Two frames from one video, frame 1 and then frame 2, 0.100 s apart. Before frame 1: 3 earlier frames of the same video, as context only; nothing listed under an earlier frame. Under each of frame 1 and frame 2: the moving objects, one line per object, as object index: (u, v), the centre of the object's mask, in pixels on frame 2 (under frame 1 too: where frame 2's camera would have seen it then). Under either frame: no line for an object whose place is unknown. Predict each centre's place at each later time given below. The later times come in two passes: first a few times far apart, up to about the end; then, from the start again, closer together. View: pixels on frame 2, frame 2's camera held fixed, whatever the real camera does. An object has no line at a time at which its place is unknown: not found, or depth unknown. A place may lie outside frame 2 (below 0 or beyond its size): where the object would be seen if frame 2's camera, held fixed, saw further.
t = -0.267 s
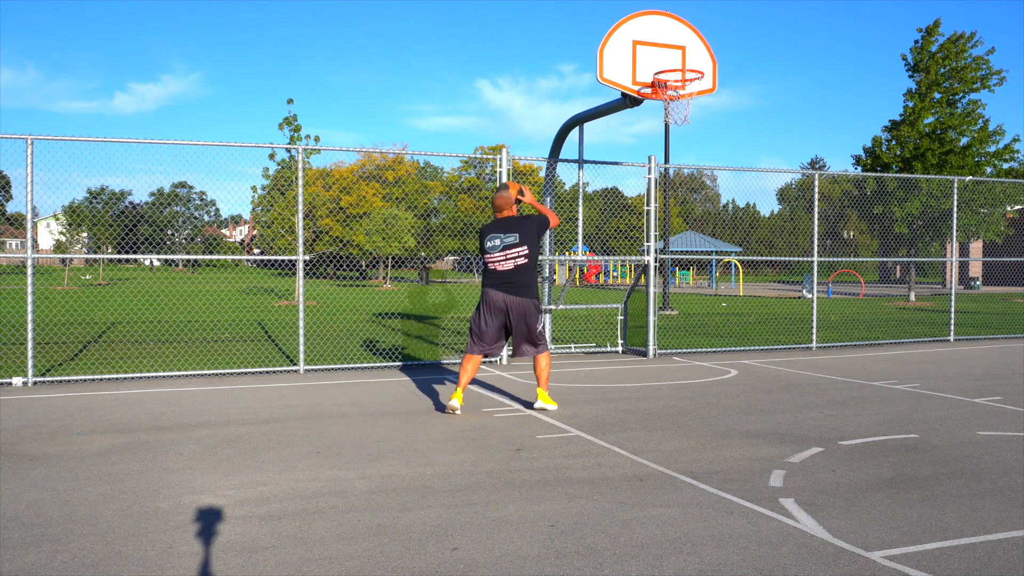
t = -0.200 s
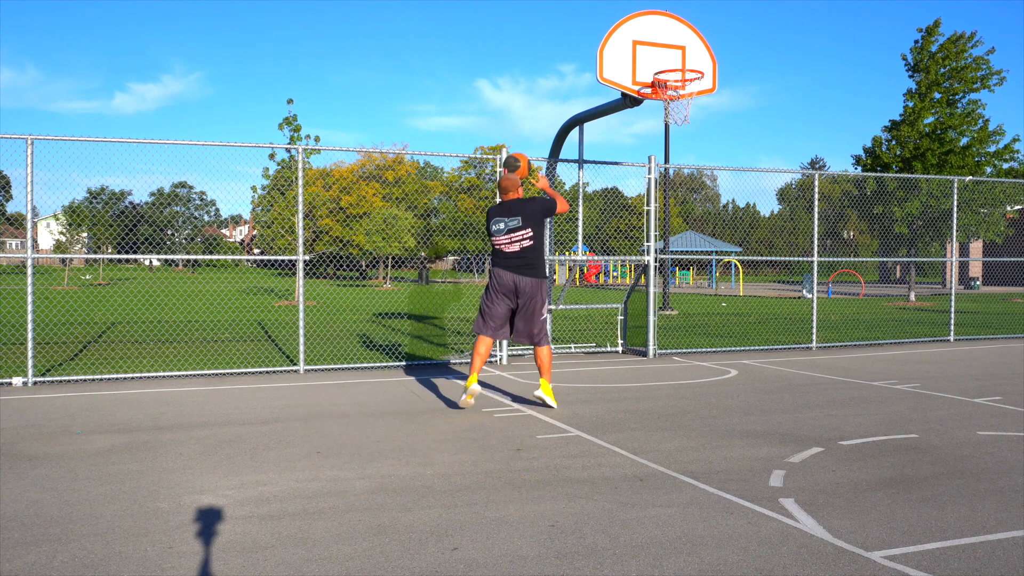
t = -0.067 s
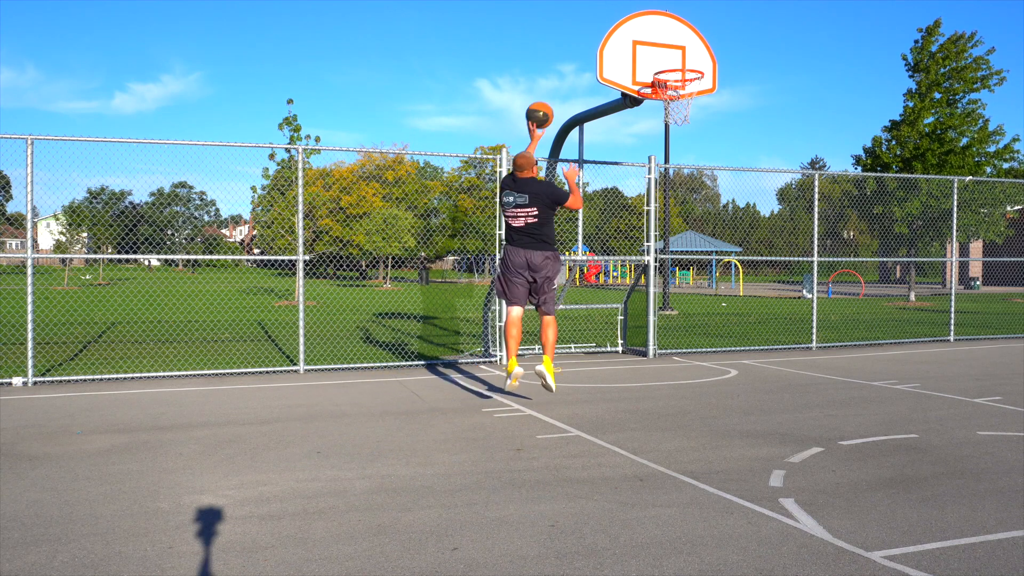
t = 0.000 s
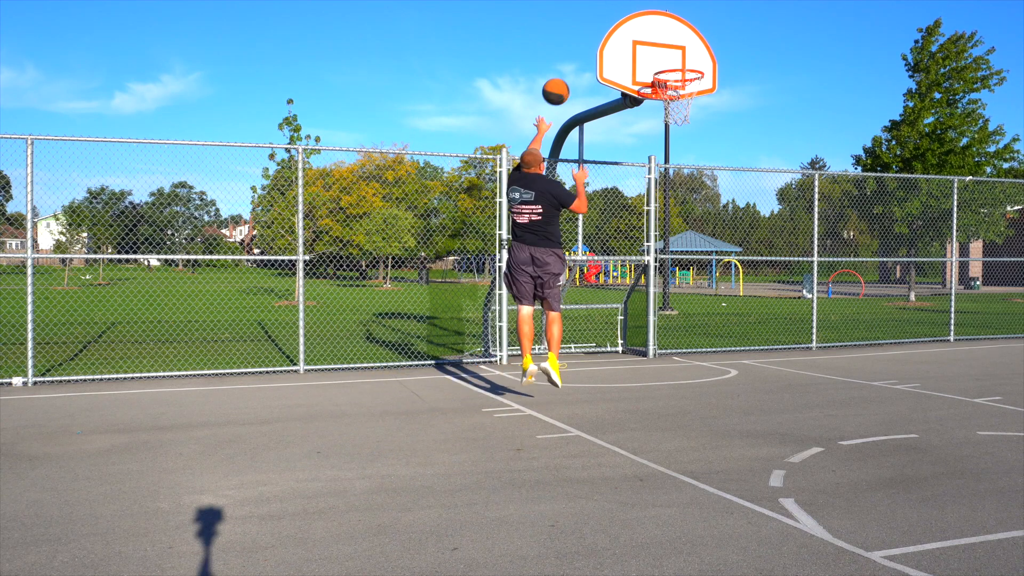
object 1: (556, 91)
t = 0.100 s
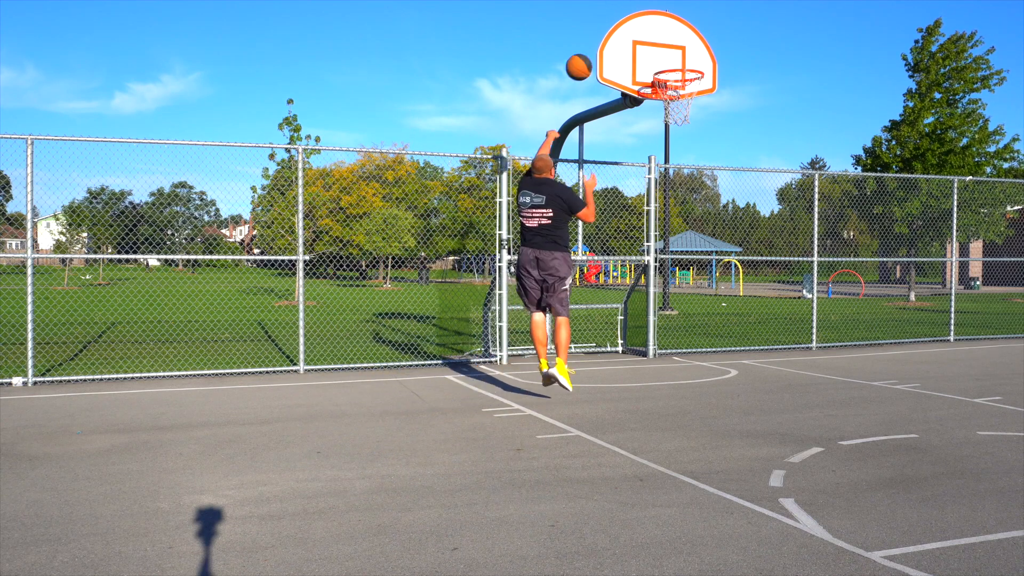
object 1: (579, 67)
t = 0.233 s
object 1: (607, 53)
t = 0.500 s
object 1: (656, 58)
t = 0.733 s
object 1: (678, 56)
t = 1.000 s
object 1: (679, 84)
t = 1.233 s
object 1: (680, 111)
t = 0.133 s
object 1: (586, 62)
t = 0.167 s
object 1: (593, 57)
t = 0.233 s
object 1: (607, 53)
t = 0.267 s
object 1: (614, 53)
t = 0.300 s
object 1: (620, 53)
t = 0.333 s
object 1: (627, 54)
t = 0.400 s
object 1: (640, 59)
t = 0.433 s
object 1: (647, 61)
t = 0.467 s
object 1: (652, 62)
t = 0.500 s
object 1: (656, 58)
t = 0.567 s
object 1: (662, 51)
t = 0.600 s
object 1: (666, 50)
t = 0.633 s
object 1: (669, 50)
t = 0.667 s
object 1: (672, 50)
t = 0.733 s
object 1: (678, 56)
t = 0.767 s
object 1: (682, 59)
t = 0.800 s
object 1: (684, 64)
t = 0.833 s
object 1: (684, 64)
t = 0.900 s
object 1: (682, 69)
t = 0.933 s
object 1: (681, 73)
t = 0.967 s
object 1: (680, 78)
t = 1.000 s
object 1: (679, 84)
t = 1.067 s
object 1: (677, 98)
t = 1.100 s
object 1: (678, 101)
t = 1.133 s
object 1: (679, 104)
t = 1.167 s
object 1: (680, 106)
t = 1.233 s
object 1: (680, 111)
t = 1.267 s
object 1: (680, 115)
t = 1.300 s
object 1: (681, 121)
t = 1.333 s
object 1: (681, 128)
